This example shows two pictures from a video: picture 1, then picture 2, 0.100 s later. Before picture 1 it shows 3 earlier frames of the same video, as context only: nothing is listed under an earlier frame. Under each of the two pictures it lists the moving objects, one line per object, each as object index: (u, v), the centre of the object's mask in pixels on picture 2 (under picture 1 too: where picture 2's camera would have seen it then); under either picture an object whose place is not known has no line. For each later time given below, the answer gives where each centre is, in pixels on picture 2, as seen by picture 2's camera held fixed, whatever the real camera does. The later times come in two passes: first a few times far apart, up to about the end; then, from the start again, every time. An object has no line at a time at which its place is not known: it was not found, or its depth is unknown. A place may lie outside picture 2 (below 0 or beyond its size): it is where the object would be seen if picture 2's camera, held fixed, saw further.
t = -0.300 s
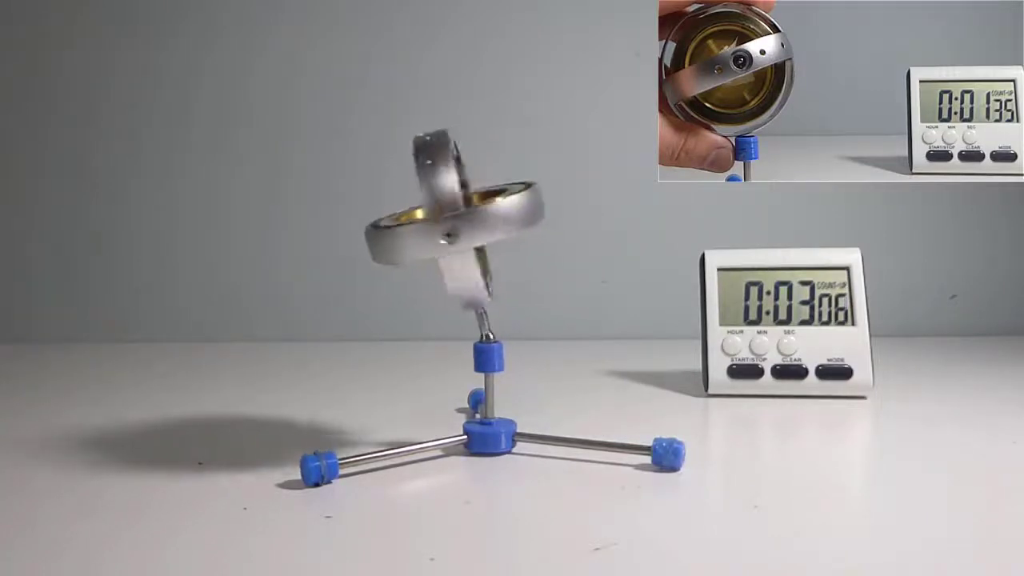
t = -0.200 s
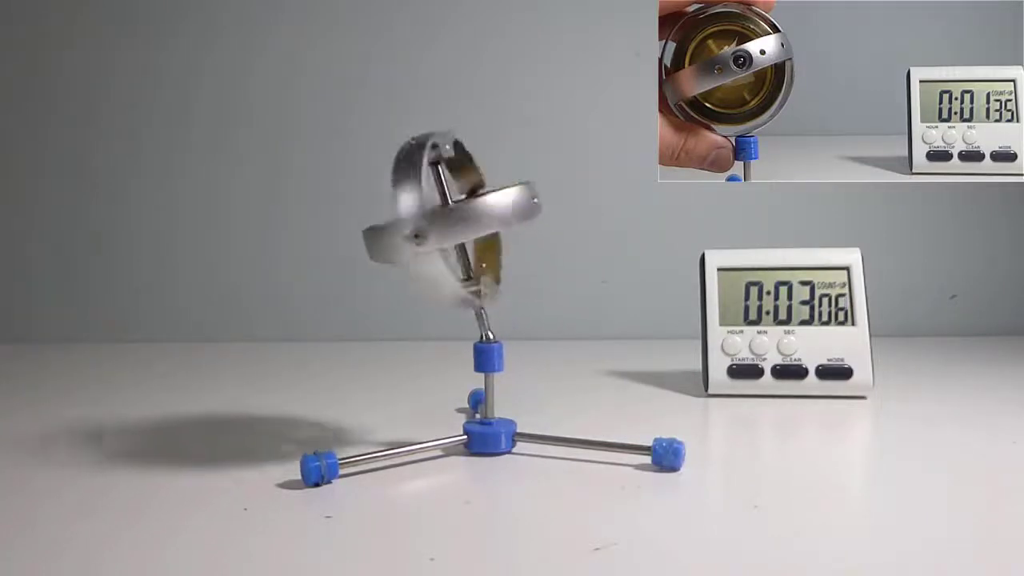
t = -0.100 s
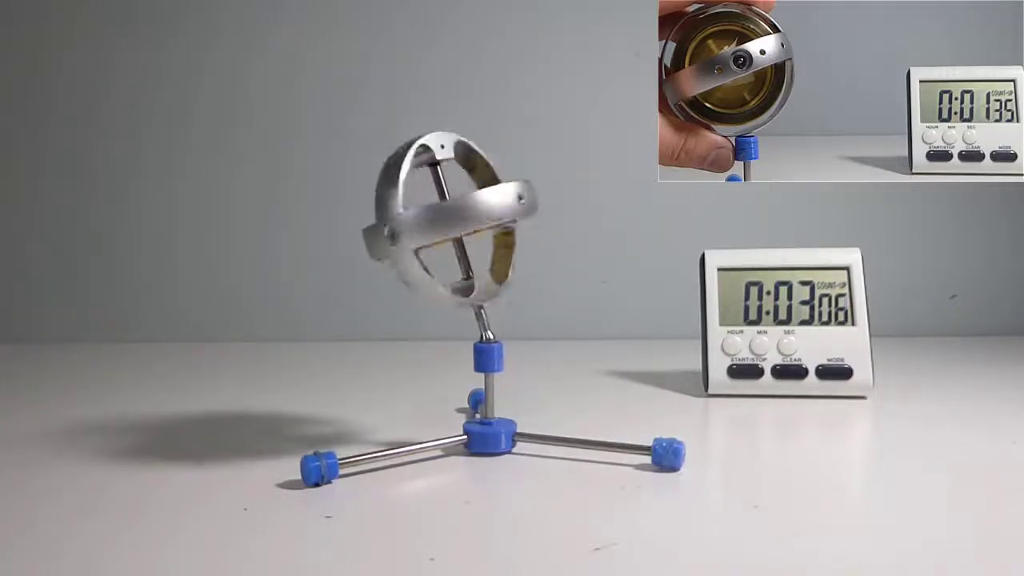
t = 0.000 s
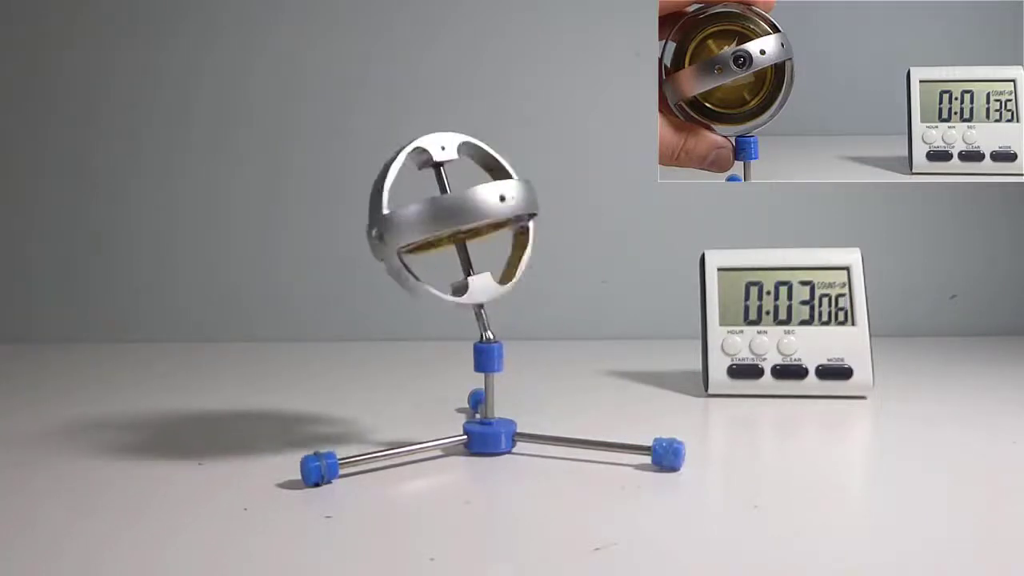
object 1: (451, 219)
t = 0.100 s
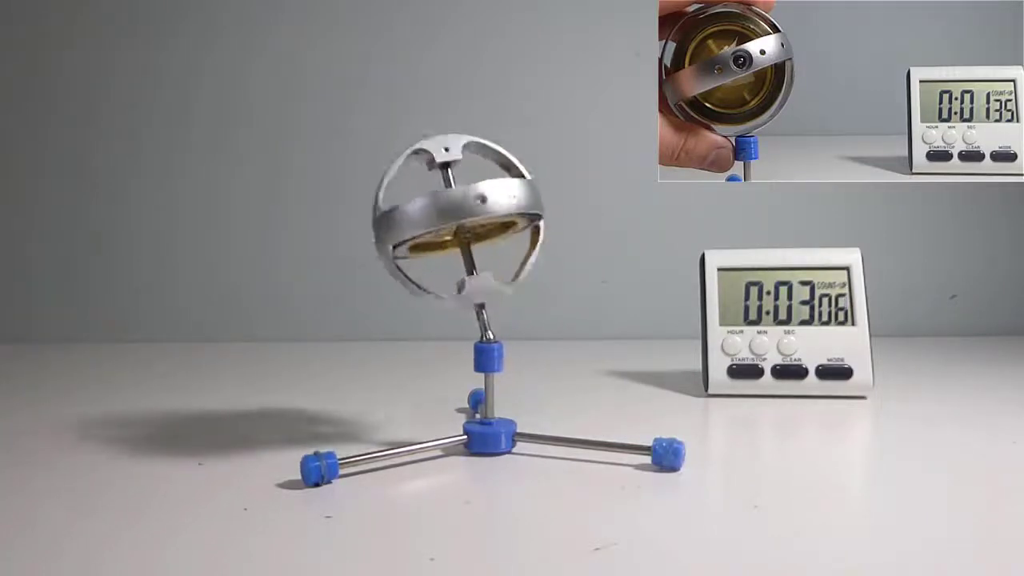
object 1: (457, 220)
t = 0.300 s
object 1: (475, 220)
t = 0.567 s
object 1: (500, 219)
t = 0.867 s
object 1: (517, 218)
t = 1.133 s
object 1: (513, 218)
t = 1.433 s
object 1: (493, 216)
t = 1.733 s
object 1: (463, 220)
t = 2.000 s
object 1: (449, 218)
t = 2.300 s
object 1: (463, 218)
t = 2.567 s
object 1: (489, 219)
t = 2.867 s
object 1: (510, 217)
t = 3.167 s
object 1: (514, 217)
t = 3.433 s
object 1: (503, 216)
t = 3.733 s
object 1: (474, 219)
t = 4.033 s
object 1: (452, 217)
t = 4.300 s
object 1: (459, 218)
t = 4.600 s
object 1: (482, 220)
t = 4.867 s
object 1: (504, 215)
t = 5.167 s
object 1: (512, 217)
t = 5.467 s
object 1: (505, 216)
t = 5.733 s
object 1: (484, 217)
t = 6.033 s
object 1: (458, 215)
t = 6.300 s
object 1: (458, 219)
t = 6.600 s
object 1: (476, 218)
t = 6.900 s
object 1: (499, 216)
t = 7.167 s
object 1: (509, 216)
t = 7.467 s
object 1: (508, 216)
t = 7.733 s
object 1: (491, 217)
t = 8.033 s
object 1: (464, 215)
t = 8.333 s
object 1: (460, 217)
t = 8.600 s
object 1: (473, 217)
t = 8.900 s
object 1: (494, 216)
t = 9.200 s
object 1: (506, 216)
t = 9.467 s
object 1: (508, 216)
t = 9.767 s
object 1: (493, 216)
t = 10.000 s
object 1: (471, 215)
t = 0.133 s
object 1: (460, 220)
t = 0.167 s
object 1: (462, 220)
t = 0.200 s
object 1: (465, 221)
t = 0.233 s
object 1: (466, 219)
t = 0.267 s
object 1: (469, 219)
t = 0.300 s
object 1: (475, 220)
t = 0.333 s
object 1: (478, 222)
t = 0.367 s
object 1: (480, 221)
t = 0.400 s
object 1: (484, 220)
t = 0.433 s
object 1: (488, 220)
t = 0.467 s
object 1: (491, 220)
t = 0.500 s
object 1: (494, 220)
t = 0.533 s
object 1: (497, 219)
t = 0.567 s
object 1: (500, 219)
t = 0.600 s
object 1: (503, 219)
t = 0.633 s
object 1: (506, 219)
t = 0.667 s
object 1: (509, 218)
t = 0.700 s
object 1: (511, 218)
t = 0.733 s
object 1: (513, 217)
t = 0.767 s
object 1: (514, 216)
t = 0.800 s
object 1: (515, 217)
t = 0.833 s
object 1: (516, 217)
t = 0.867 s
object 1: (517, 218)
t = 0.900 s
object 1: (516, 218)
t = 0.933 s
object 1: (517, 218)
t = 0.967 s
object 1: (517, 218)
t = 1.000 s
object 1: (516, 217)
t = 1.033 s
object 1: (516, 218)
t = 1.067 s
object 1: (515, 217)
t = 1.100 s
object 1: (514, 218)
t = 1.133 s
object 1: (513, 218)
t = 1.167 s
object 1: (512, 218)
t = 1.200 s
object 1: (510, 218)
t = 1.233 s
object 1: (509, 218)
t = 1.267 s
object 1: (507, 217)
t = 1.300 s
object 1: (505, 217)
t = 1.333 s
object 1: (502, 217)
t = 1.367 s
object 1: (499, 216)
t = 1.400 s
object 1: (494, 212)
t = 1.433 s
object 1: (493, 216)
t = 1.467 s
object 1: (488, 216)
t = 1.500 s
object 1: (485, 217)
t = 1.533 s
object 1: (482, 217)
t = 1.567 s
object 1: (479, 217)
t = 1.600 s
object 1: (476, 218)
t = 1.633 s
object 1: (473, 218)
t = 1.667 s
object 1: (469, 219)
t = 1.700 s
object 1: (466, 219)
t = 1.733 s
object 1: (463, 220)
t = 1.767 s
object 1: (459, 220)
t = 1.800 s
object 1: (456, 219)
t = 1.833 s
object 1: (454, 219)
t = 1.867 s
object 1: (452, 217)
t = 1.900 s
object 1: (451, 217)
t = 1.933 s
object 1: (450, 217)
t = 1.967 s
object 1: (449, 218)
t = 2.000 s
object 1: (449, 218)
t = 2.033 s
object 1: (450, 218)
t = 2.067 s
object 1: (451, 218)
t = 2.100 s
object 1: (453, 219)
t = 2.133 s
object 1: (454, 219)
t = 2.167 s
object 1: (455, 218)
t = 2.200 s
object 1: (458, 221)
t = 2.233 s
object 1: (460, 219)
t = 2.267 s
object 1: (462, 219)
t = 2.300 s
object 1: (463, 218)
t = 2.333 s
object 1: (466, 218)
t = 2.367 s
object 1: (473, 213)
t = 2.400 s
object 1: (470, 224)
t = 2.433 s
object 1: (475, 220)
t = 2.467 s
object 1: (479, 222)
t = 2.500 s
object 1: (482, 220)
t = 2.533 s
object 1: (485, 220)
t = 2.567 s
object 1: (489, 219)
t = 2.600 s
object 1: (492, 219)
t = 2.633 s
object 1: (494, 219)
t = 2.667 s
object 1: (497, 218)
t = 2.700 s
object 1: (500, 218)
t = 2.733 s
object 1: (503, 217)
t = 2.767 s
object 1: (505, 217)
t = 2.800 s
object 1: (507, 216)
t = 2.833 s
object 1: (509, 216)
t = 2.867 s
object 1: (510, 217)
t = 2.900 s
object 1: (511, 217)
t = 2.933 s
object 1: (512, 217)
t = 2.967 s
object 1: (513, 218)
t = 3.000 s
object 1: (514, 217)
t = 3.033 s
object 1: (514, 217)
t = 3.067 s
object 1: (514, 217)
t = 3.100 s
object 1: (514, 217)
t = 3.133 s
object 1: (514, 217)
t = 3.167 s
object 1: (514, 217)
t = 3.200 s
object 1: (513, 217)
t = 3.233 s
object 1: (513, 217)
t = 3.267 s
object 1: (512, 217)
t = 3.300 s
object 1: (510, 218)
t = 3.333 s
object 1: (510, 217)
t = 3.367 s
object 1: (507, 217)
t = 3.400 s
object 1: (505, 217)
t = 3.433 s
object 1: (503, 216)
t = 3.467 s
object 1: (497, 211)
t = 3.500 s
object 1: (494, 211)
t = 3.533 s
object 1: (494, 216)
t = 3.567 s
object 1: (491, 217)
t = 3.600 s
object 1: (488, 217)
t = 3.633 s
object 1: (484, 217)
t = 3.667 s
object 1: (481, 218)
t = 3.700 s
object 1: (478, 218)
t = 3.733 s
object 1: (474, 219)
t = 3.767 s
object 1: (471, 219)
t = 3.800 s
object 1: (468, 220)
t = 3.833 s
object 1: (464, 220)
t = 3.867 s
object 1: (461, 219)
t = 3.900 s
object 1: (458, 218)
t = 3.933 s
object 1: (456, 218)
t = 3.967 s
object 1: (454, 217)
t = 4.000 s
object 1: (453, 217)
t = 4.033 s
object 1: (452, 217)
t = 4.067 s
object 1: (451, 217)
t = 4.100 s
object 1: (452, 217)
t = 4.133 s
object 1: (454, 212)
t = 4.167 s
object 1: (455, 212)
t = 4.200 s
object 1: (455, 218)
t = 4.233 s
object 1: (456, 218)
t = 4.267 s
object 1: (457, 218)
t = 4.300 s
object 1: (459, 218)
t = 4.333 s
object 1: (460, 218)
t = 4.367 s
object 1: (462, 218)
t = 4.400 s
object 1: (464, 218)
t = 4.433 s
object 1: (468, 220)
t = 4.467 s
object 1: (470, 220)
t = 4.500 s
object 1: (473, 219)
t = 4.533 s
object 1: (476, 219)
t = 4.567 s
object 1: (478, 219)
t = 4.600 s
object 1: (482, 220)
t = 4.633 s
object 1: (485, 219)
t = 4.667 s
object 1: (488, 219)
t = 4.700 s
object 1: (491, 219)
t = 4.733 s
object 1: (493, 218)
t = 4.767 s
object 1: (496, 217)
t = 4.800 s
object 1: (499, 217)
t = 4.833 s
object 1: (501, 216)
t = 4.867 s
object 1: (504, 215)
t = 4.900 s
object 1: (505, 216)
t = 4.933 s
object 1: (507, 217)
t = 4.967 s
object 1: (508, 217)
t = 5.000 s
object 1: (509, 217)
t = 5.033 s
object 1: (510, 217)
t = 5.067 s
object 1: (511, 217)
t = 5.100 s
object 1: (512, 217)
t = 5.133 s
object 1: (512, 217)
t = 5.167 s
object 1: (512, 217)
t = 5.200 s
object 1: (513, 216)
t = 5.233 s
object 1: (512, 217)
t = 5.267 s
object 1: (512, 217)
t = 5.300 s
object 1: (512, 217)
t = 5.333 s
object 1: (511, 217)
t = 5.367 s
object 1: (510, 217)
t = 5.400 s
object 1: (509, 217)
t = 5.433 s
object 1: (508, 216)
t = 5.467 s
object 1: (505, 216)
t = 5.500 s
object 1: (503, 215)
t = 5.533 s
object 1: (498, 211)
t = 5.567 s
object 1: (499, 215)
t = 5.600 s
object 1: (495, 216)
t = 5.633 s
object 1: (493, 217)
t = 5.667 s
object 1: (490, 217)
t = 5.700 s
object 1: (487, 217)
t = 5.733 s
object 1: (484, 217)
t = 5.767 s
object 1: (480, 217)
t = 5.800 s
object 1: (477, 218)
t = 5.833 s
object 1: (474, 218)
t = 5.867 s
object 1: (471, 219)
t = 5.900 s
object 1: (467, 218)
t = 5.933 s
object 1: (464, 217)
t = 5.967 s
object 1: (461, 217)
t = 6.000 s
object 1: (460, 216)
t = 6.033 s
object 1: (458, 215)
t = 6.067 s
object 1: (456, 217)
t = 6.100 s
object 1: (455, 217)
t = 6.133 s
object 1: (454, 217)
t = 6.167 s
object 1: (455, 216)
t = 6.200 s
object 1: (455, 216)
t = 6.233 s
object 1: (456, 217)
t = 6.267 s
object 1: (457, 217)
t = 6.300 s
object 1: (458, 219)
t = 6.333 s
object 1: (459, 218)
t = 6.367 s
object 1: (460, 218)
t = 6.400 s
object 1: (462, 217)
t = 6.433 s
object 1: (463, 217)
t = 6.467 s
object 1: (466, 218)
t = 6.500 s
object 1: (468, 217)
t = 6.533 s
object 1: (472, 218)
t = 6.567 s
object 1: (475, 221)
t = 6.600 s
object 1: (476, 218)
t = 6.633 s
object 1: (480, 218)
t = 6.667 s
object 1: (482, 218)
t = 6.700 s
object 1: (485, 218)
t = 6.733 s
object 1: (487, 217)
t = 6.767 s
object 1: (490, 217)
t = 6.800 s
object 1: (492, 216)
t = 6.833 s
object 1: (495, 216)
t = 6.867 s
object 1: (497, 216)
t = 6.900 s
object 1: (499, 216)
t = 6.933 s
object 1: (500, 216)
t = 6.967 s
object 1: (503, 216)
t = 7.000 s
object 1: (504, 216)
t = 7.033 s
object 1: (506, 216)
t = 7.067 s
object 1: (507, 216)
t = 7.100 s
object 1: (507, 216)
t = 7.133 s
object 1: (509, 216)
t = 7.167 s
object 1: (509, 216)
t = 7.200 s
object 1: (510, 216)
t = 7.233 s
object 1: (510, 216)
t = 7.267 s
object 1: (511, 216)
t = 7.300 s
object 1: (511, 216)
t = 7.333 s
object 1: (511, 216)
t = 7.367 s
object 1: (511, 216)
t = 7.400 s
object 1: (510, 216)
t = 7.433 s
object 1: (510, 216)
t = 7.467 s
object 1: (508, 216)
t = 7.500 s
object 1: (507, 215)
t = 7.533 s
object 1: (505, 215)
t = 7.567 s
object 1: (503, 215)
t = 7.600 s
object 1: (501, 215)
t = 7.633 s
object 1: (498, 215)
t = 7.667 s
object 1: (496, 216)
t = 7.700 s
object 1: (493, 216)
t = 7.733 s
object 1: (491, 217)
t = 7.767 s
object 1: (488, 216)
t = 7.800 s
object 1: (485, 216)
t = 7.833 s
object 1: (481, 217)
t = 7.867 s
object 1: (478, 218)
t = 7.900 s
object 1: (475, 218)
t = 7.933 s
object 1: (471, 219)
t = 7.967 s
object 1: (469, 217)
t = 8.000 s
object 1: (466, 216)
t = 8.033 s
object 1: (464, 215)
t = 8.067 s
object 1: (463, 214)
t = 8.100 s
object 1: (460, 216)
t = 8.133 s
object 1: (459, 216)
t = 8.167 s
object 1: (458, 216)
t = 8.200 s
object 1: (457, 216)
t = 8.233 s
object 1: (458, 216)
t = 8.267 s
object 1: (458, 216)
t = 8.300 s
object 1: (459, 216)
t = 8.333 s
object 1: (460, 217)
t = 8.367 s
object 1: (461, 217)
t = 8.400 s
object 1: (461, 217)
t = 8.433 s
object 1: (462, 217)
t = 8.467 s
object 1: (463, 217)
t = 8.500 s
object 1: (467, 218)
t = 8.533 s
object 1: (469, 218)
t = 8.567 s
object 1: (471, 217)
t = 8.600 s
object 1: (473, 217)
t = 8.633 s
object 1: (475, 218)
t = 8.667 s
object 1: (478, 218)
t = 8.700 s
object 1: (480, 218)
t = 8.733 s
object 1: (482, 217)
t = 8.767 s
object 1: (484, 216)
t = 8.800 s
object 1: (487, 216)
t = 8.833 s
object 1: (489, 216)
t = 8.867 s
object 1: (491, 216)
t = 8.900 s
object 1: (494, 216)
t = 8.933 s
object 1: (495, 215)
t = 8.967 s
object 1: (497, 215)
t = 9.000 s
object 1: (499, 214)
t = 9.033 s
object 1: (501, 214)
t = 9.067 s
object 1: (502, 216)
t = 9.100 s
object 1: (503, 216)
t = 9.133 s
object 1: (504, 216)
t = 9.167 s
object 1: (505, 216)
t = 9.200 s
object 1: (506, 216)
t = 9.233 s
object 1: (507, 216)
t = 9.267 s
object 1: (508, 216)
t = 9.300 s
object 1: (508, 216)
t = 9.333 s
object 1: (509, 216)
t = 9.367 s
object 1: (509, 216)
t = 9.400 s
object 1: (510, 215)
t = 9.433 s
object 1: (509, 215)
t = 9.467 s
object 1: (508, 216)
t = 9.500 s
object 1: (507, 216)
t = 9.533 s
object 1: (505, 216)
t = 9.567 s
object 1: (504, 216)
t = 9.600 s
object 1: (503, 215)
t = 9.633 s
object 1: (501, 215)
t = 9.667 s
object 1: (499, 215)
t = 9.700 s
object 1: (497, 216)
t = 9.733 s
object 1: (495, 216)
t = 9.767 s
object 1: (493, 216)
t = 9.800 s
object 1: (489, 216)
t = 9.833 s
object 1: (486, 216)
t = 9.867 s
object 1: (483, 217)
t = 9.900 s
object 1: (481, 218)
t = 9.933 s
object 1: (476, 218)
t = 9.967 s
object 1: (473, 216)
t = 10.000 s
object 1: (471, 215)
